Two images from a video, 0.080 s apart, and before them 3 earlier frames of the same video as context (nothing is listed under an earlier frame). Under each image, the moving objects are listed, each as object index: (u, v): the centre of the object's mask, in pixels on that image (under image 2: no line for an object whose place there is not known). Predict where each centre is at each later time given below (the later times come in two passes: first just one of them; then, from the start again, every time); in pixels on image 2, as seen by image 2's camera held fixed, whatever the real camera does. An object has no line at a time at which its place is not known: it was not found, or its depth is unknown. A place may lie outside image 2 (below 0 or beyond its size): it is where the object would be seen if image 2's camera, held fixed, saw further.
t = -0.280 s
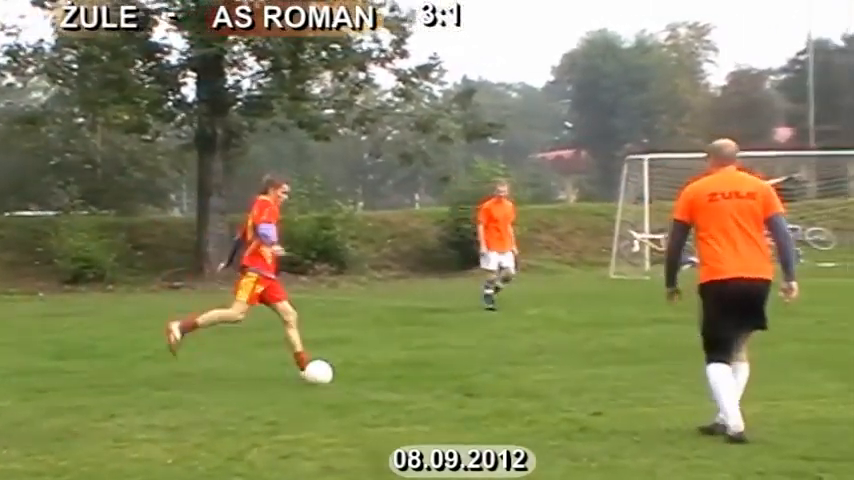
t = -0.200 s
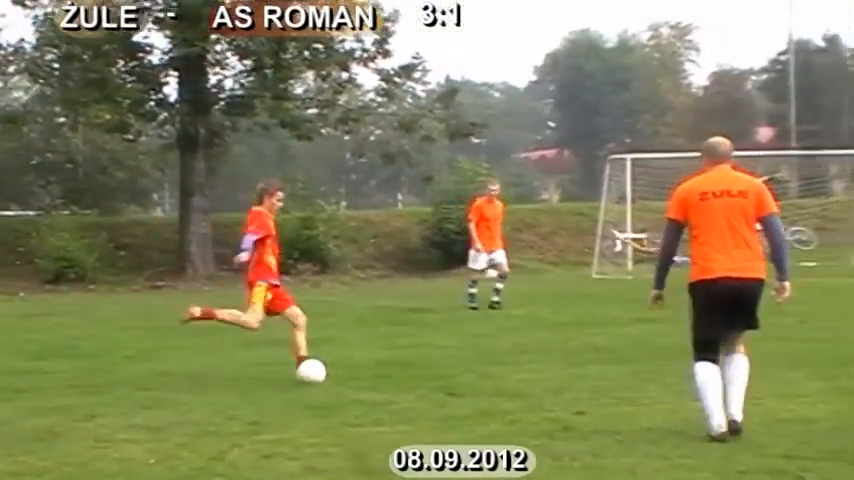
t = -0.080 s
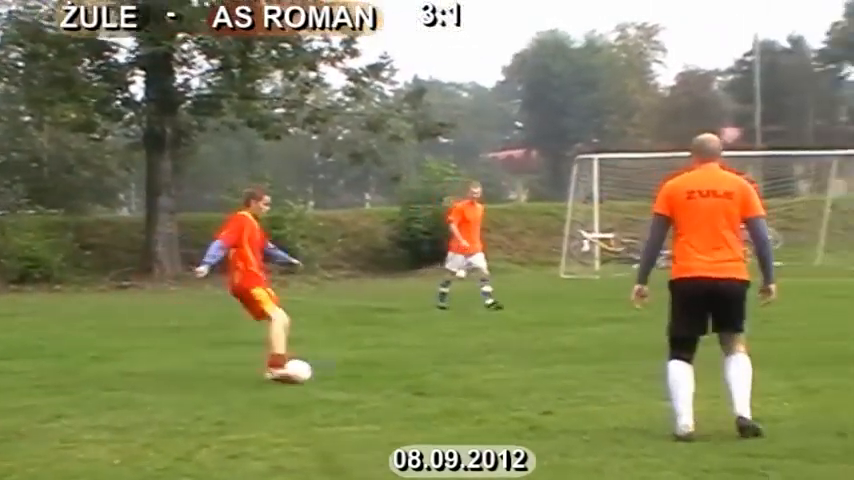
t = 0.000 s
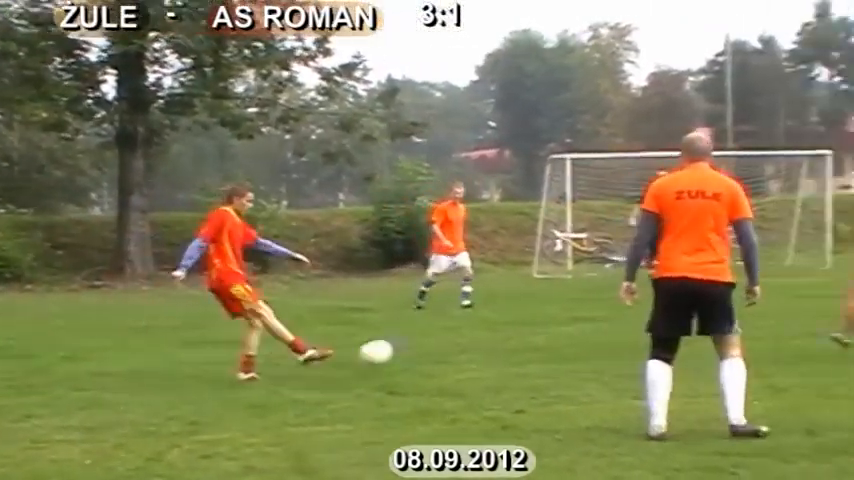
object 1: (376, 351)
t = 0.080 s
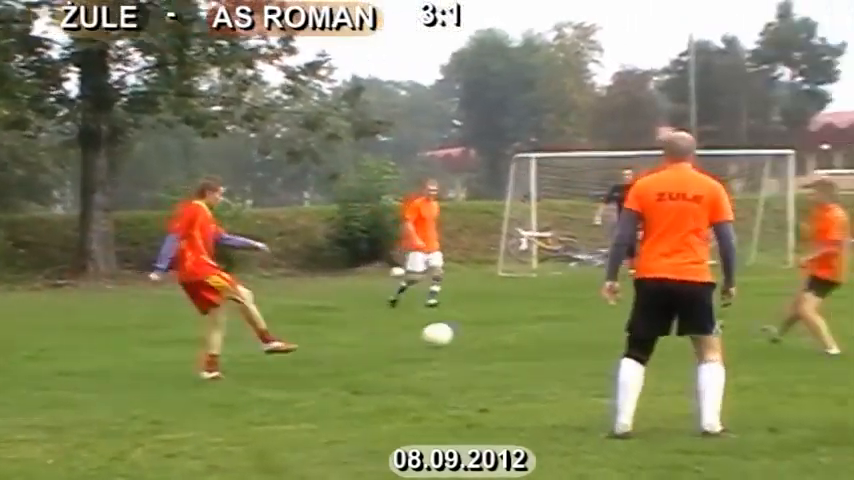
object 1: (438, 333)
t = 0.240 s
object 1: (604, 330)
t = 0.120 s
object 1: (482, 330)
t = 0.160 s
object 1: (524, 328)
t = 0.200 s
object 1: (565, 328)
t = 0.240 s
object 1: (604, 330)
